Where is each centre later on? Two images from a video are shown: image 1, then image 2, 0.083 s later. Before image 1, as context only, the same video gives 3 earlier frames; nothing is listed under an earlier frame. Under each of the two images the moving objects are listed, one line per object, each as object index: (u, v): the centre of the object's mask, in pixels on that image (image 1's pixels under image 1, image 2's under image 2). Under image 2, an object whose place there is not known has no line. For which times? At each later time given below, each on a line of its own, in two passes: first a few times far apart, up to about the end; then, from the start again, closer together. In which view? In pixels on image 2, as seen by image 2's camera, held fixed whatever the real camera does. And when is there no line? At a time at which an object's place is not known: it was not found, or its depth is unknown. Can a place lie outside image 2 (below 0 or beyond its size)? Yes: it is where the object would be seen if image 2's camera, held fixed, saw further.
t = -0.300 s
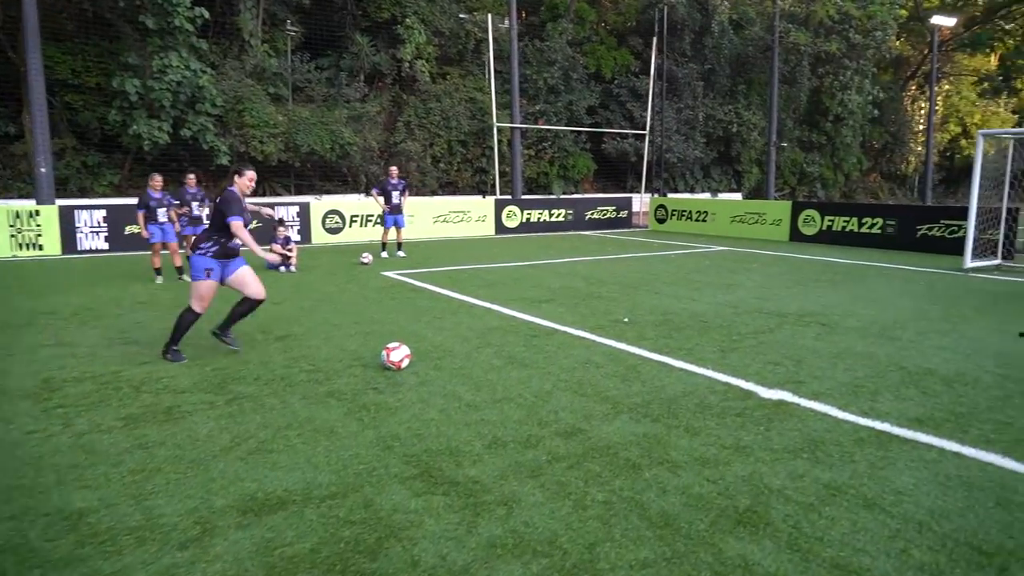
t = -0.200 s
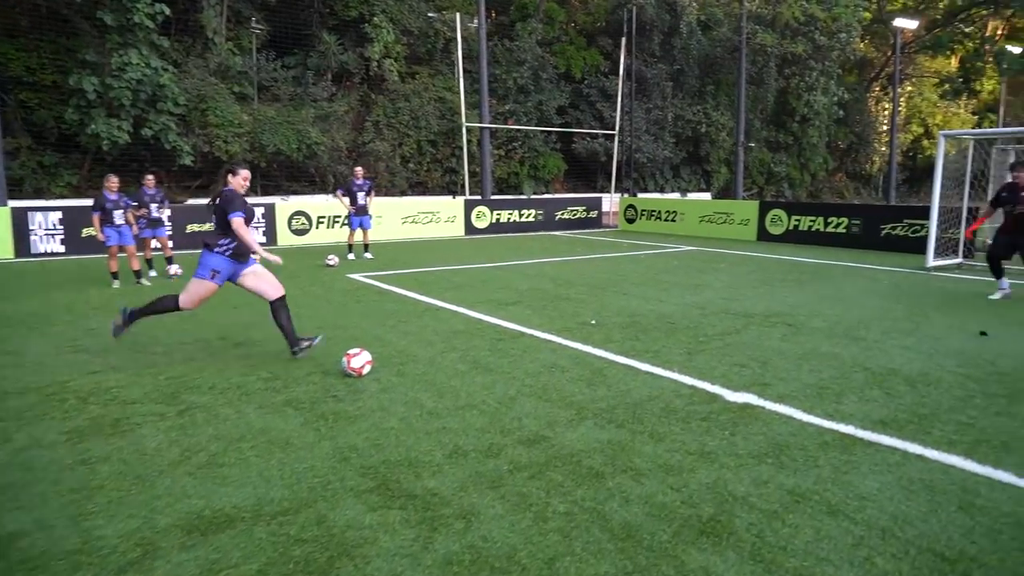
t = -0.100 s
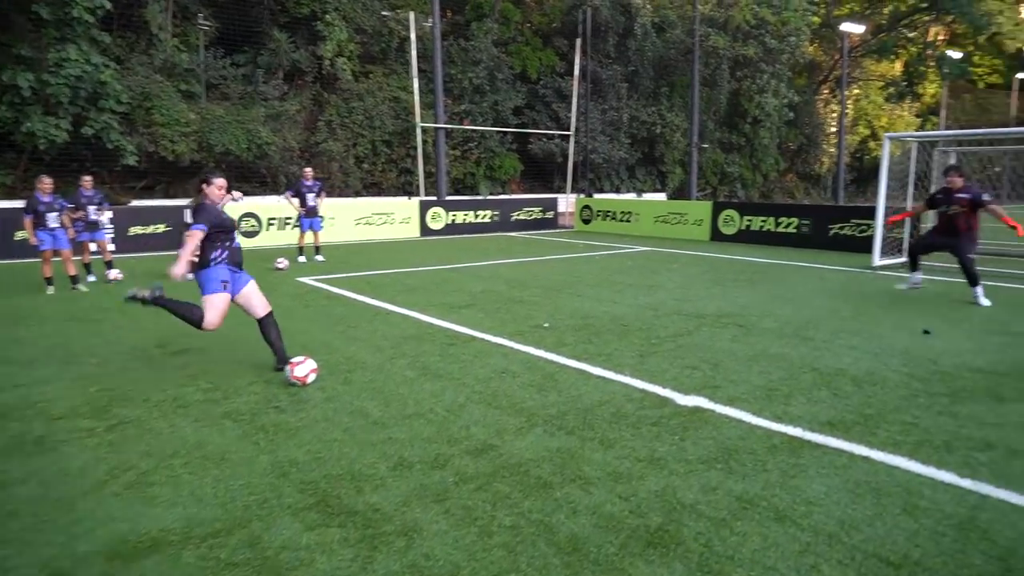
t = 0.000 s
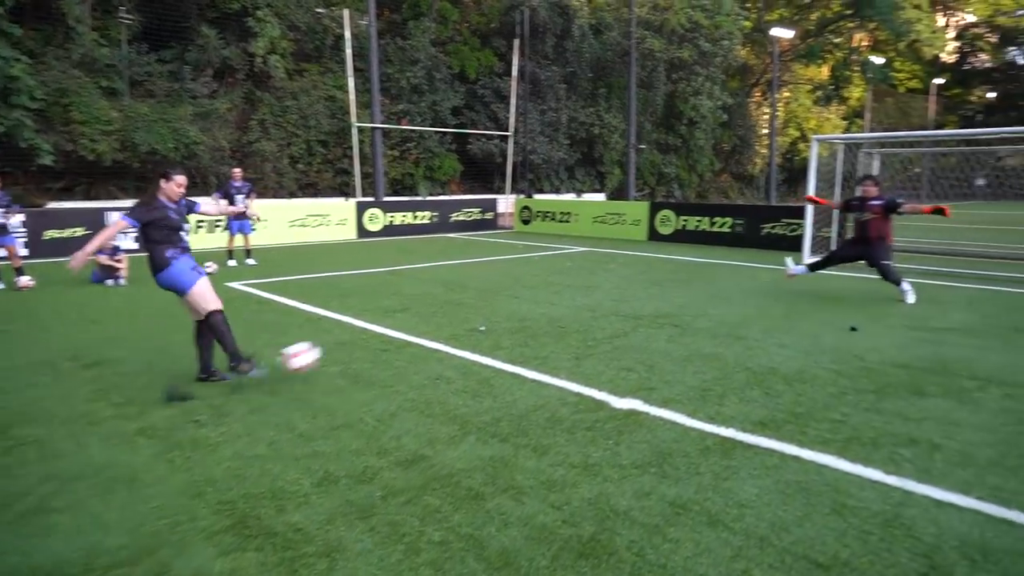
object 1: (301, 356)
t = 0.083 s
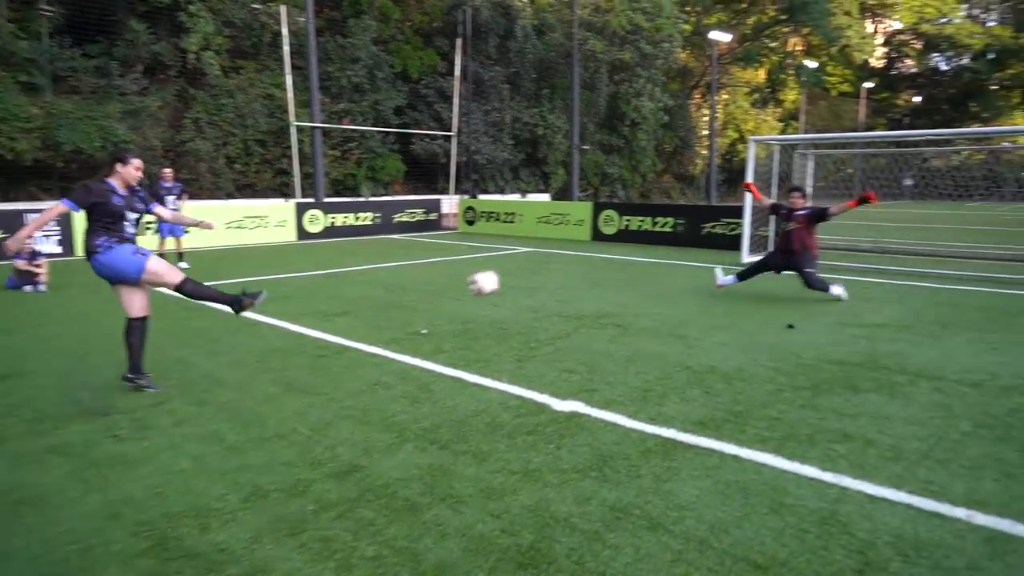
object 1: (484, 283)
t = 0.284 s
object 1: (826, 203)
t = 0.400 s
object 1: (928, 198)
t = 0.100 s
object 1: (524, 271)
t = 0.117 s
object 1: (561, 260)
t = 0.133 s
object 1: (597, 251)
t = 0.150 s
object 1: (629, 242)
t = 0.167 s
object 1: (659, 235)
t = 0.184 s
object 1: (688, 228)
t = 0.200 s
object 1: (716, 222)
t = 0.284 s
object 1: (826, 203)
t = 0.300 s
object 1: (843, 202)
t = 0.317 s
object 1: (859, 201)
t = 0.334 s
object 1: (874, 200)
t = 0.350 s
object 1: (889, 199)
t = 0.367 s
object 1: (902, 199)
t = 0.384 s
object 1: (915, 198)
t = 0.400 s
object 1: (928, 198)
